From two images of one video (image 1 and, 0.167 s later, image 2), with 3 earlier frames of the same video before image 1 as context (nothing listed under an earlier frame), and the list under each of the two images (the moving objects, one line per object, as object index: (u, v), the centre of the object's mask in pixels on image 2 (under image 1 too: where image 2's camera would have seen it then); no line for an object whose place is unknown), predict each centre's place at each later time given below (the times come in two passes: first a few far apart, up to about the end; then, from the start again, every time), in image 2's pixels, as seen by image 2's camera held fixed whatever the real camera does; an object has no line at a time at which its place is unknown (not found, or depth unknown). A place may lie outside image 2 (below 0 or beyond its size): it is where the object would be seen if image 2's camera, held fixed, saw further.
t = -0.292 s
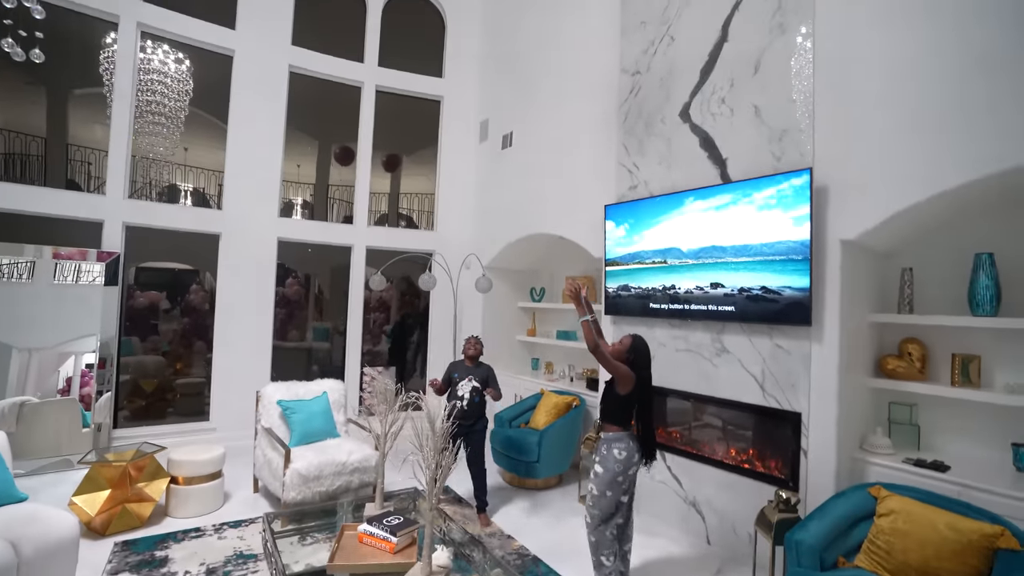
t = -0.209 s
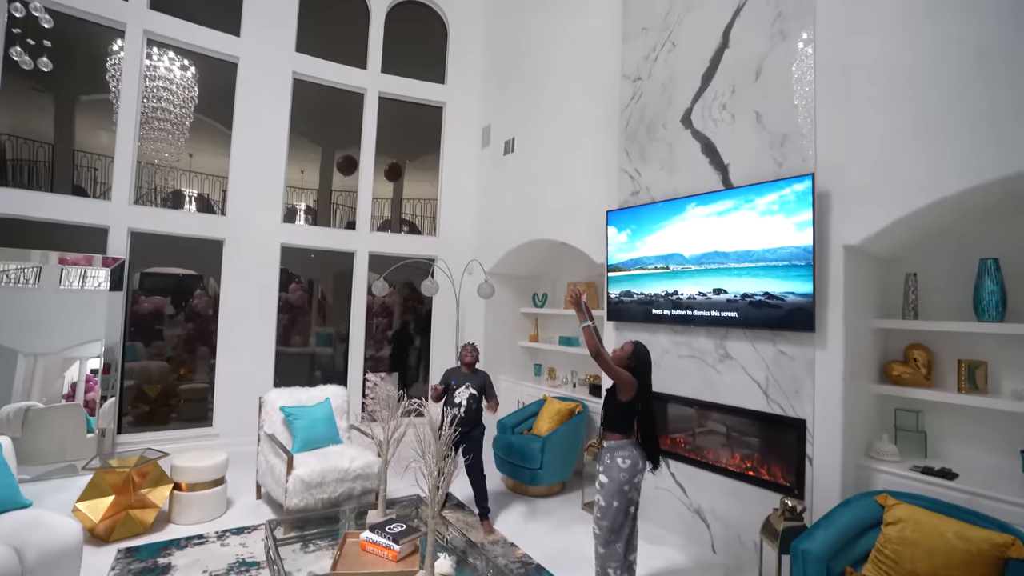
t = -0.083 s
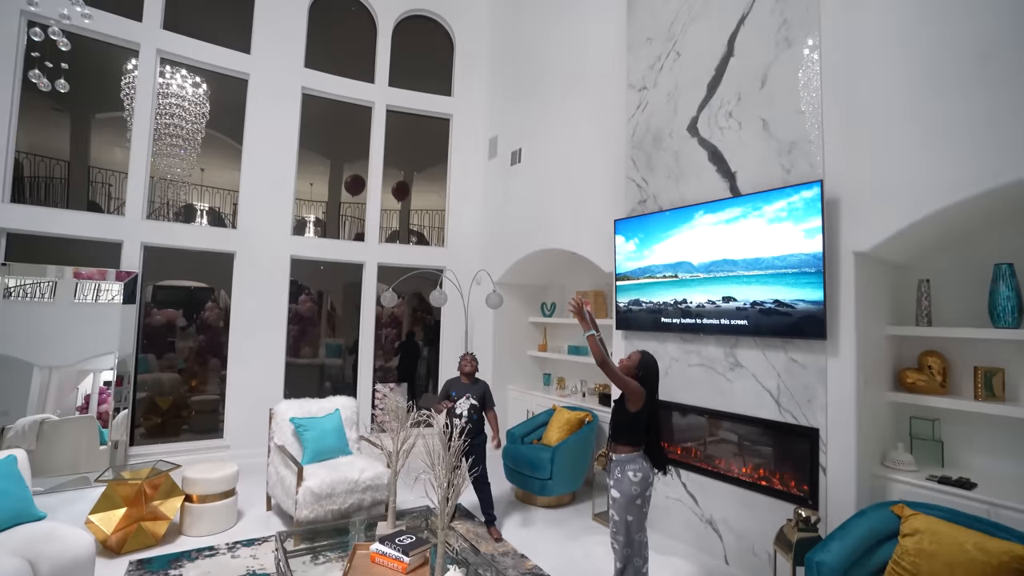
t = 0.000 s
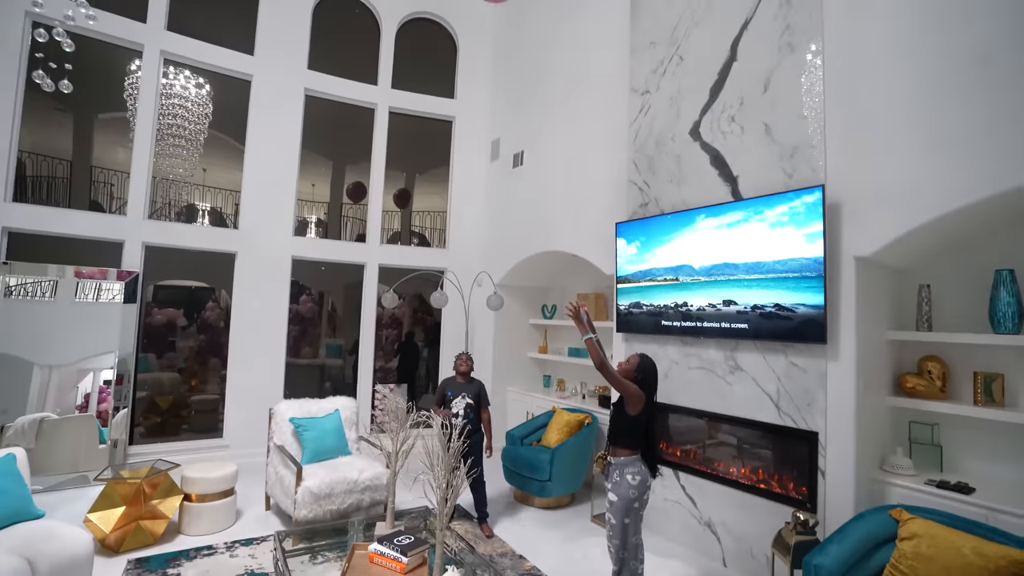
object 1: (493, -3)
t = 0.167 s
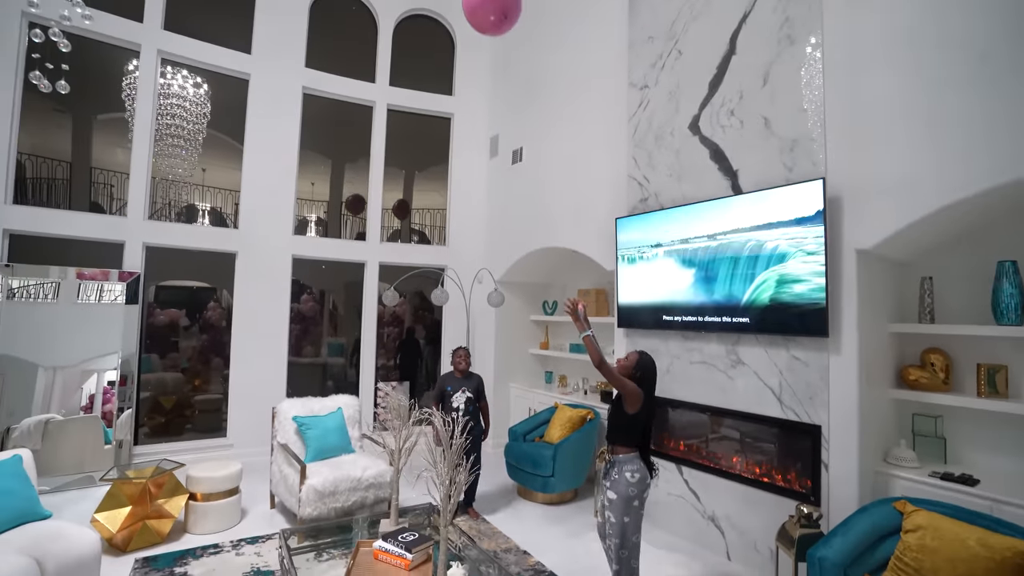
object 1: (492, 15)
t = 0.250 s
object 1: (492, 28)
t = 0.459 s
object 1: (494, 85)
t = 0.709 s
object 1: (500, 164)
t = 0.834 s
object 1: (506, 207)
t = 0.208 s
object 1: (492, 21)
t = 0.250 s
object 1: (492, 28)
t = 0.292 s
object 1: (492, 36)
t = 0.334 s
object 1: (492, 48)
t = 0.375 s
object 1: (492, 60)
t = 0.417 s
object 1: (493, 73)
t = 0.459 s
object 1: (494, 85)
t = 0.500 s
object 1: (494, 97)
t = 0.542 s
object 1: (495, 110)
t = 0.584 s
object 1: (496, 123)
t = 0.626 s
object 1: (497, 137)
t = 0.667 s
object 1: (498, 150)
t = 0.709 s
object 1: (500, 164)
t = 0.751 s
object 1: (502, 178)
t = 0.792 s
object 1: (503, 193)
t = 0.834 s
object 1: (506, 207)
